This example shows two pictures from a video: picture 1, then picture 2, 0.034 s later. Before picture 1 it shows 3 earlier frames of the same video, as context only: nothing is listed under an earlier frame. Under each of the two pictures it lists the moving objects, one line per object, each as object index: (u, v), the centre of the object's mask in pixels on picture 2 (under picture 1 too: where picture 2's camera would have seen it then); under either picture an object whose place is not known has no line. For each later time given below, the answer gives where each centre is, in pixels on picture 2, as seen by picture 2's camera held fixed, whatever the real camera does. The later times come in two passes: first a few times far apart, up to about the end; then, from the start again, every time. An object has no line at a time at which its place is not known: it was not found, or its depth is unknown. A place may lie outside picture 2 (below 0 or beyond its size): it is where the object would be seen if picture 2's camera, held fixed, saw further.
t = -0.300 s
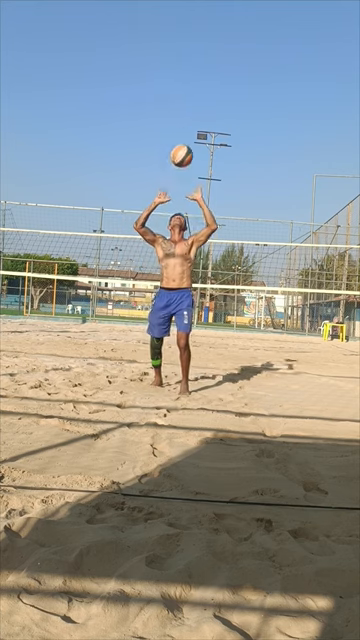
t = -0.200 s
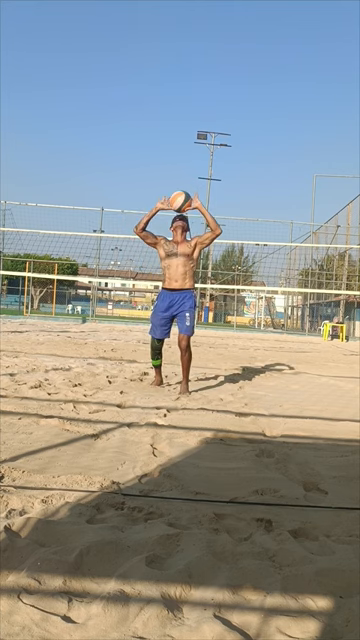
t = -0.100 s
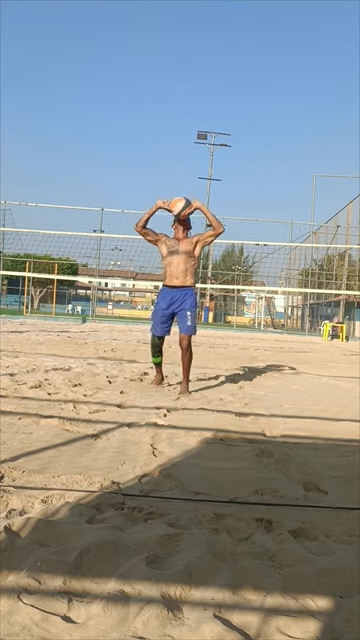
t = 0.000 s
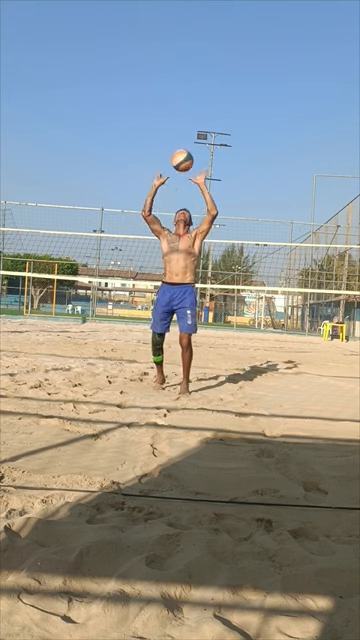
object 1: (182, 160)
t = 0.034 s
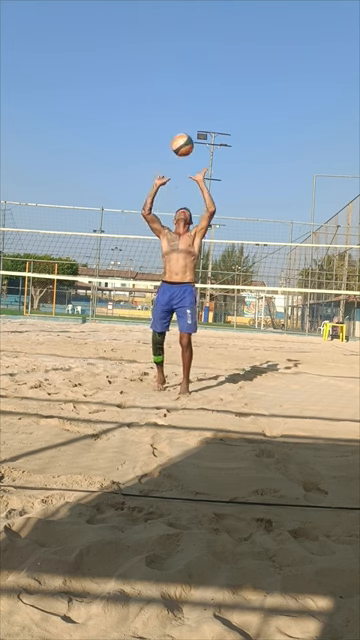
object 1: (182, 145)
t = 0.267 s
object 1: (182, 67)
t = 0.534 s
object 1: (178, 46)
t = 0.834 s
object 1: (171, 112)
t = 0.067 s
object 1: (182, 130)
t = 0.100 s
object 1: (182, 117)
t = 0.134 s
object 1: (182, 104)
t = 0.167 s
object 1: (182, 93)
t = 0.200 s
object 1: (182, 83)
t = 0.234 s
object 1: (182, 75)
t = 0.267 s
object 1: (182, 67)
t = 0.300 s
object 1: (181, 60)
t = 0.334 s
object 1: (181, 54)
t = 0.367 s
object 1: (181, 50)
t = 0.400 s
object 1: (180, 47)
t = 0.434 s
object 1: (180, 45)
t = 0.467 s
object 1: (179, 44)
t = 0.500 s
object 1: (179, 44)
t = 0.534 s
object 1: (178, 46)
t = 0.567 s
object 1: (177, 48)
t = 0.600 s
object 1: (177, 53)
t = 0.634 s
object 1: (176, 58)
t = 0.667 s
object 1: (175, 64)
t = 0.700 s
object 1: (175, 71)
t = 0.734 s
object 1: (173, 80)
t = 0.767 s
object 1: (172, 89)
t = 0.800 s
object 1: (172, 100)
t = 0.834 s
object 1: (171, 112)
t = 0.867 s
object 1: (170, 125)
